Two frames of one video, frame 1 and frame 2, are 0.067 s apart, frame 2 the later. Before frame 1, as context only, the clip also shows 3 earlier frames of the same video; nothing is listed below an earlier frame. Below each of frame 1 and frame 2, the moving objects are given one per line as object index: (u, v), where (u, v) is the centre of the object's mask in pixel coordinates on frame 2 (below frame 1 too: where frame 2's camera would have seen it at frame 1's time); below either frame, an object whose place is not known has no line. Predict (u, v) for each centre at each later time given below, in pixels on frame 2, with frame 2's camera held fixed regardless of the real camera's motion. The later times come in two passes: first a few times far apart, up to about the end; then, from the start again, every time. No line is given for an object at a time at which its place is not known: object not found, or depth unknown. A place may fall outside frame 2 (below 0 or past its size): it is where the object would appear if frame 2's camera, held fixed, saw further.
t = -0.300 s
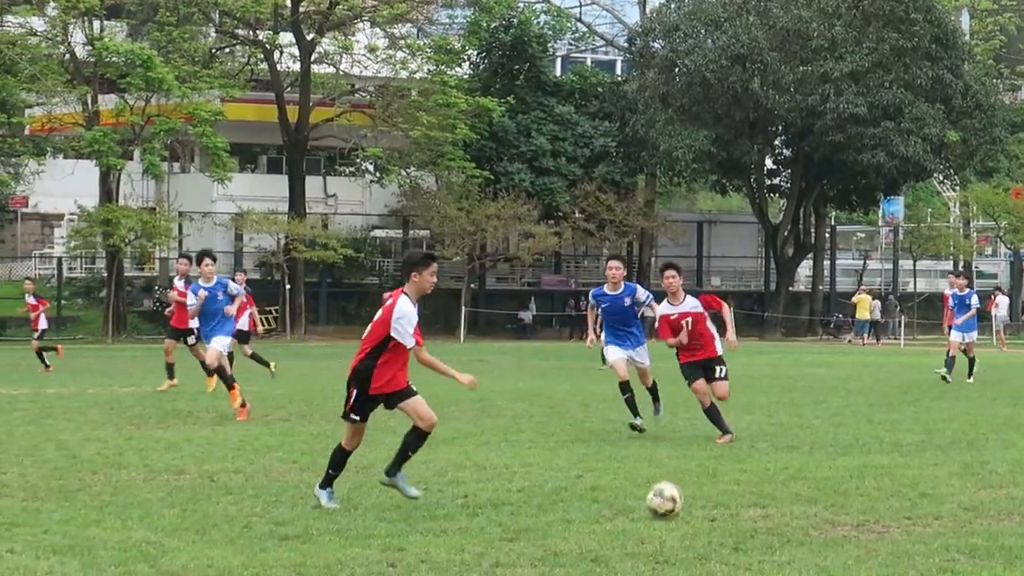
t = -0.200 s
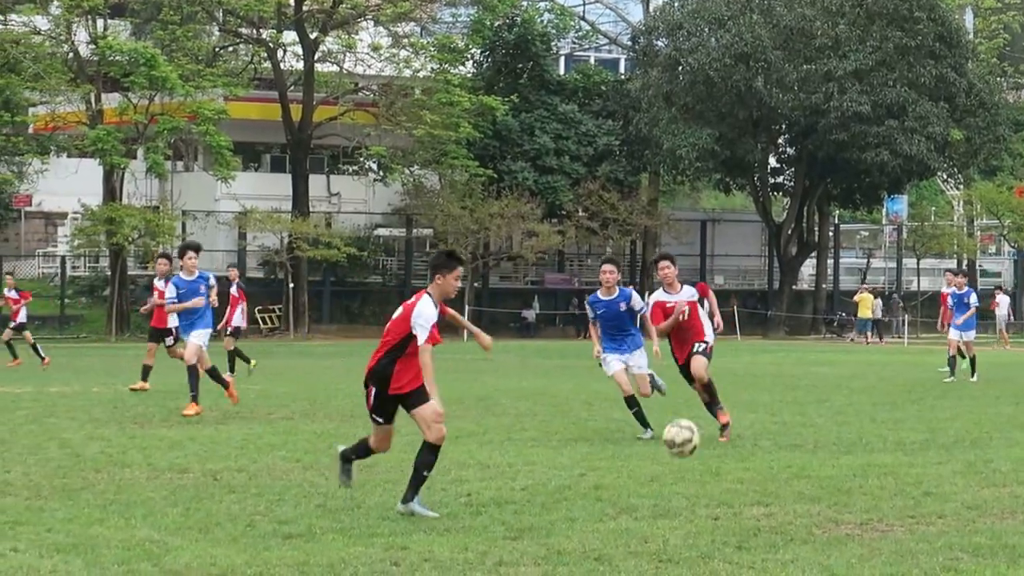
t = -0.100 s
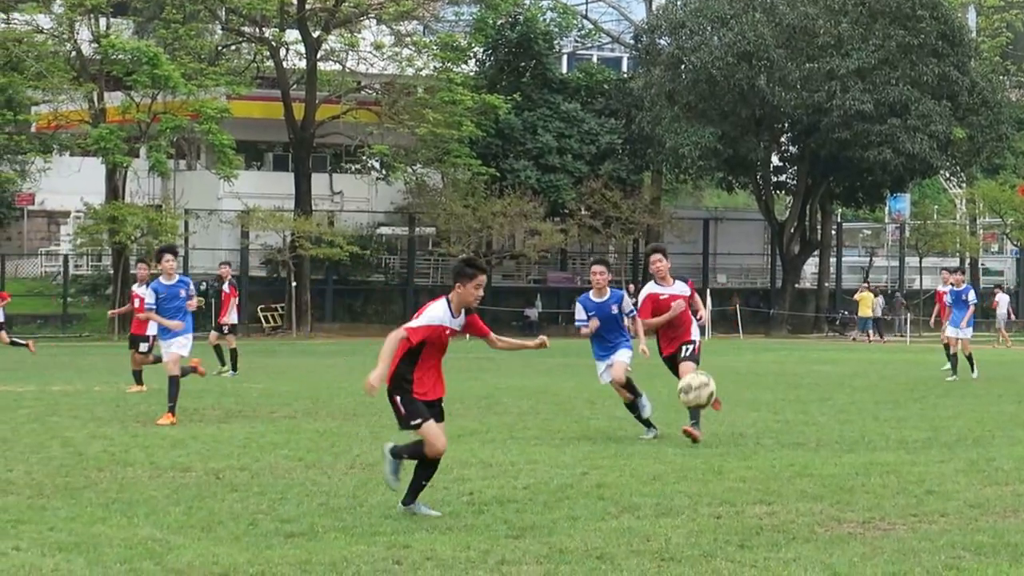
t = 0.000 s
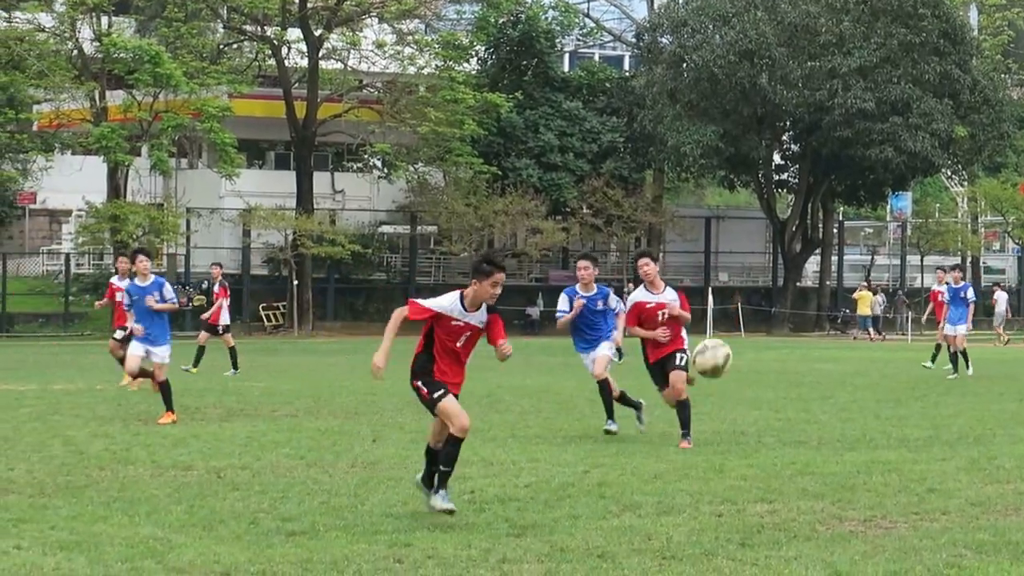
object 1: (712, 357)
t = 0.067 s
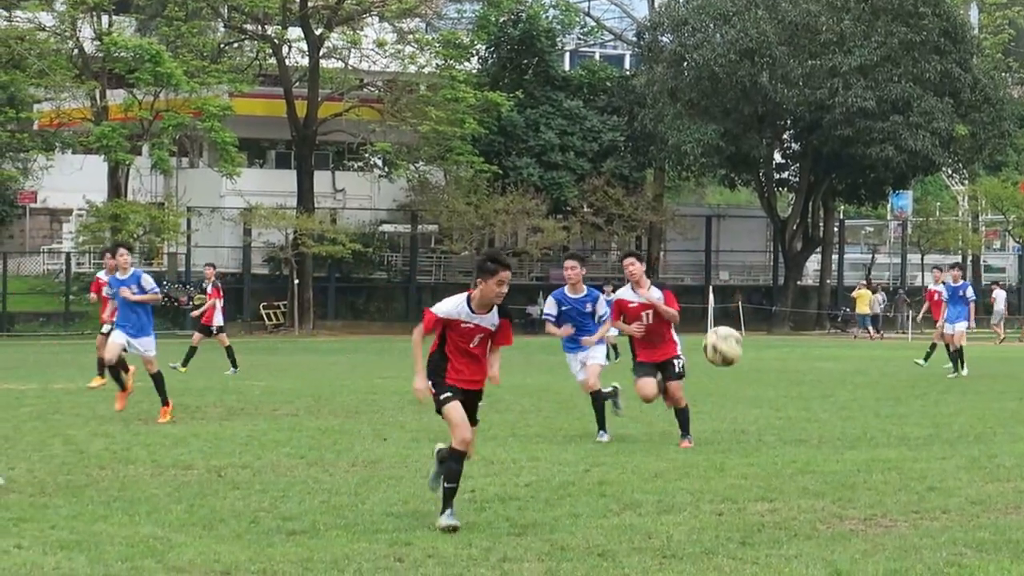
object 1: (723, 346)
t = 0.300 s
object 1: (758, 376)
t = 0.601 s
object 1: (812, 546)
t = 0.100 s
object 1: (727, 344)
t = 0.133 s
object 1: (733, 343)
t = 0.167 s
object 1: (738, 345)
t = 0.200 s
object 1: (743, 350)
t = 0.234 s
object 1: (747, 356)
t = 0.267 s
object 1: (753, 365)
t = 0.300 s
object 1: (758, 376)
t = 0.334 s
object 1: (764, 390)
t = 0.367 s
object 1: (770, 406)
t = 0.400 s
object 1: (774, 426)
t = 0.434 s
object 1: (780, 447)
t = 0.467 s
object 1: (787, 472)
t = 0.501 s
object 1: (792, 499)
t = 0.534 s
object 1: (798, 531)
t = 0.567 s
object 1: (804, 562)
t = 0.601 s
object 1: (812, 546)
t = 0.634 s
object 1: (819, 527)
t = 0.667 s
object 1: (827, 510)
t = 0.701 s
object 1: (836, 494)
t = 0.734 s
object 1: (845, 482)
